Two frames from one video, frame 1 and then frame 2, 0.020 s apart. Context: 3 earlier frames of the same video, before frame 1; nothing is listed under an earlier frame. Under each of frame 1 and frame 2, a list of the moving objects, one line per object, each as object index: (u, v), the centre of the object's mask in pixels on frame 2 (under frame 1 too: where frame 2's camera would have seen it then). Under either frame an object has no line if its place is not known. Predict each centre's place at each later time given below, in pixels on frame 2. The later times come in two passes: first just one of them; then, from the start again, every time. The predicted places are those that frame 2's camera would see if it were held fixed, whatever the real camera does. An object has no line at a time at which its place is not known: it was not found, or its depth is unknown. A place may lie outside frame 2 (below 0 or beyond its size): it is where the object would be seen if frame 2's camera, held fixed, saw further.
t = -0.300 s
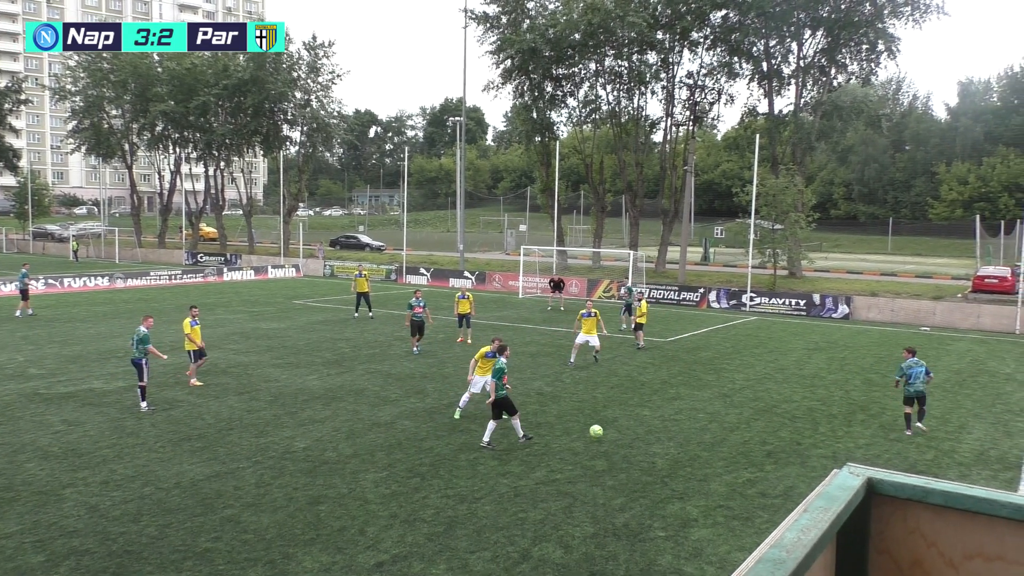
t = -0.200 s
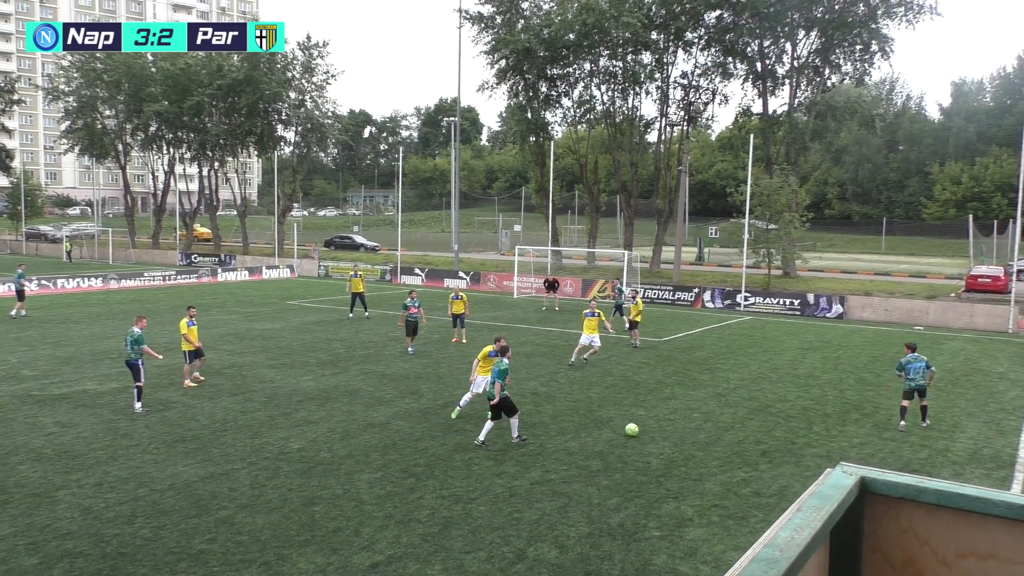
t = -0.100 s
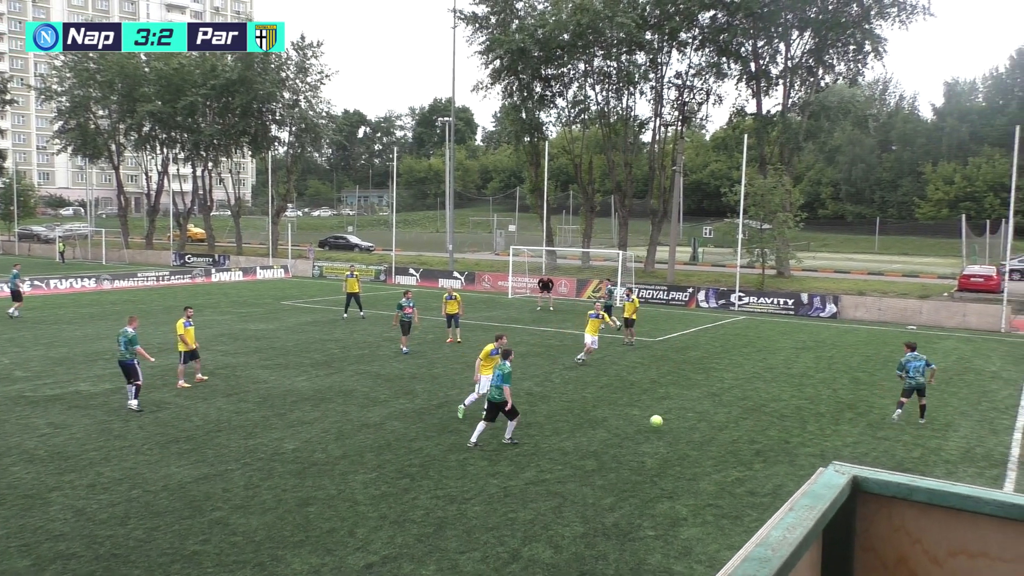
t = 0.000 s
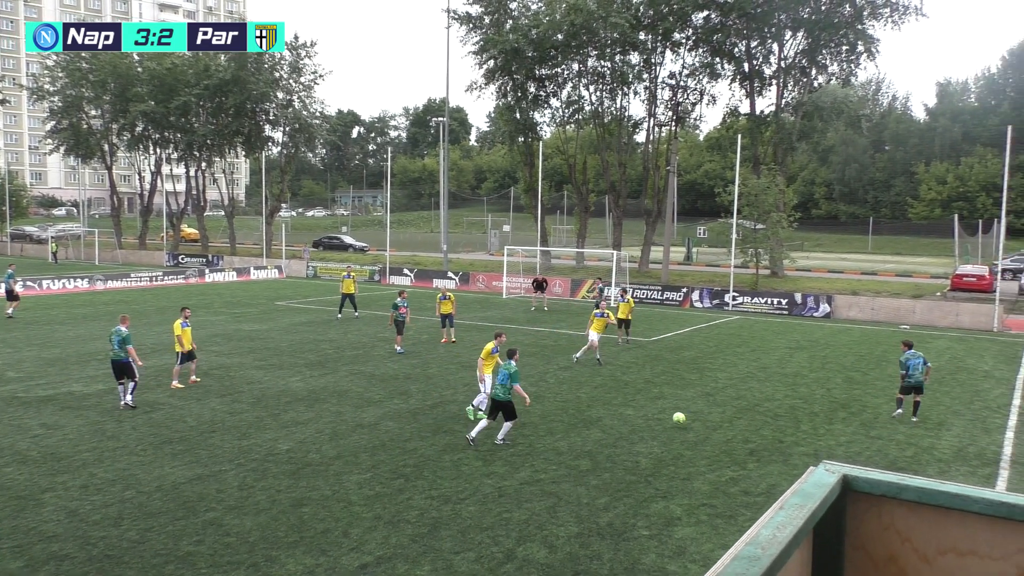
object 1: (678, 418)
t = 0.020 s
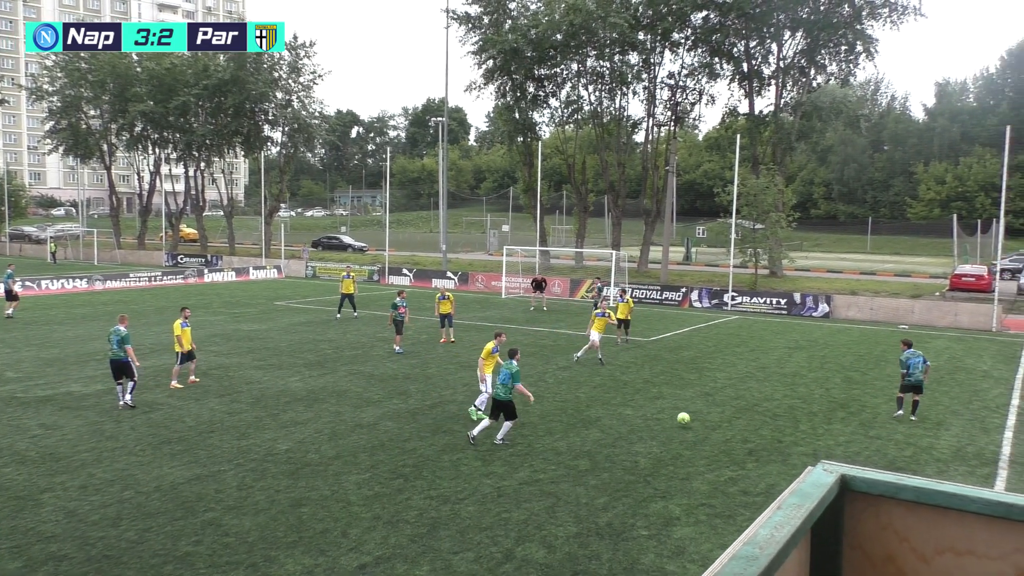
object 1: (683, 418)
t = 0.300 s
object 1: (738, 411)
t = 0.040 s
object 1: (688, 419)
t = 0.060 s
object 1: (694, 420)
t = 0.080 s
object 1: (699, 420)
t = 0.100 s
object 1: (703, 419)
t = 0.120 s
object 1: (706, 417)
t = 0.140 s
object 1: (710, 415)
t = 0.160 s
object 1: (714, 414)
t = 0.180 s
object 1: (717, 413)
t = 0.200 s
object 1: (721, 412)
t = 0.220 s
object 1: (724, 411)
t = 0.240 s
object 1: (728, 411)
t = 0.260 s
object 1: (732, 411)
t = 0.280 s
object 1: (735, 410)
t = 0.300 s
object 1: (738, 411)
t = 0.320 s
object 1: (742, 411)
